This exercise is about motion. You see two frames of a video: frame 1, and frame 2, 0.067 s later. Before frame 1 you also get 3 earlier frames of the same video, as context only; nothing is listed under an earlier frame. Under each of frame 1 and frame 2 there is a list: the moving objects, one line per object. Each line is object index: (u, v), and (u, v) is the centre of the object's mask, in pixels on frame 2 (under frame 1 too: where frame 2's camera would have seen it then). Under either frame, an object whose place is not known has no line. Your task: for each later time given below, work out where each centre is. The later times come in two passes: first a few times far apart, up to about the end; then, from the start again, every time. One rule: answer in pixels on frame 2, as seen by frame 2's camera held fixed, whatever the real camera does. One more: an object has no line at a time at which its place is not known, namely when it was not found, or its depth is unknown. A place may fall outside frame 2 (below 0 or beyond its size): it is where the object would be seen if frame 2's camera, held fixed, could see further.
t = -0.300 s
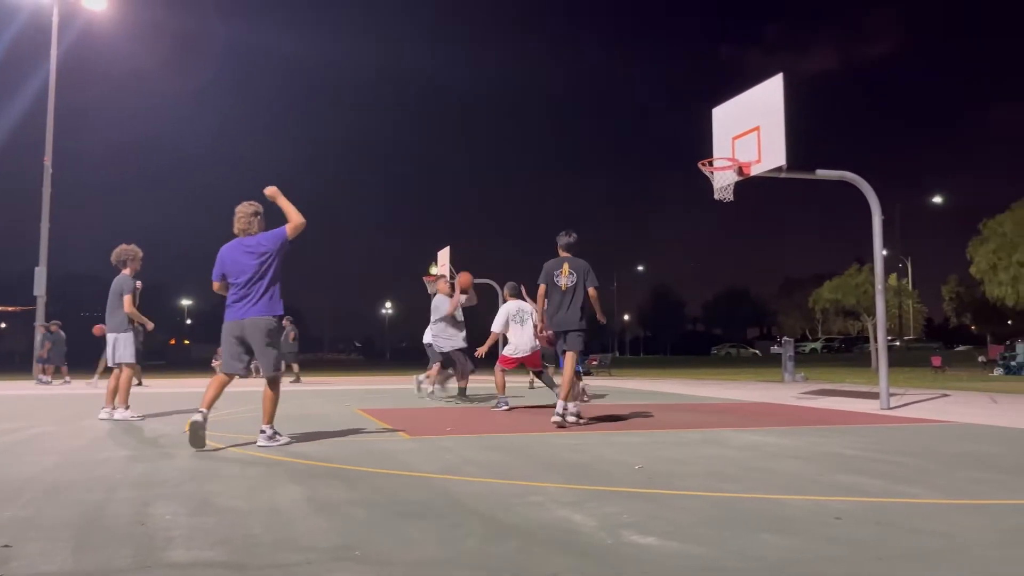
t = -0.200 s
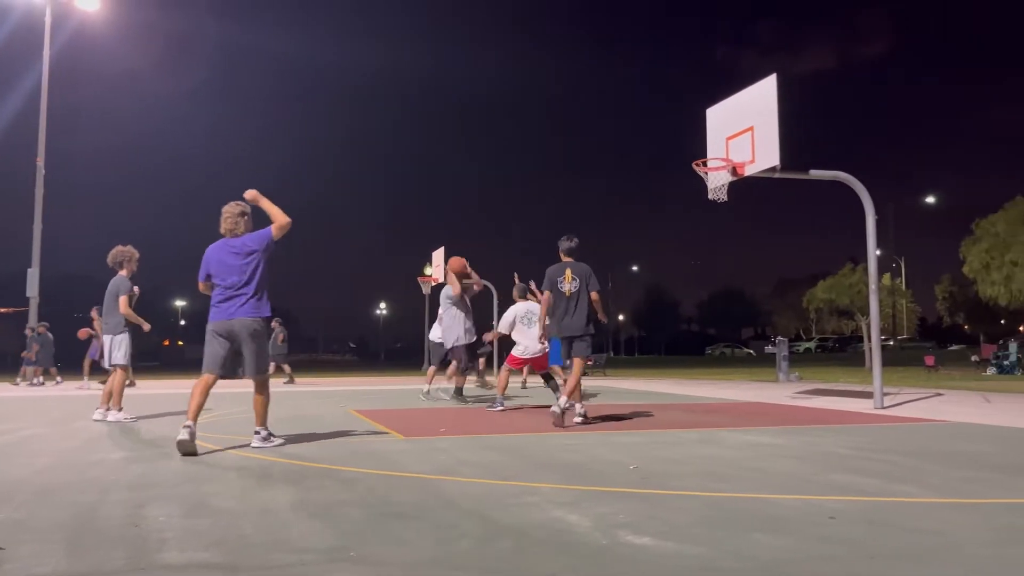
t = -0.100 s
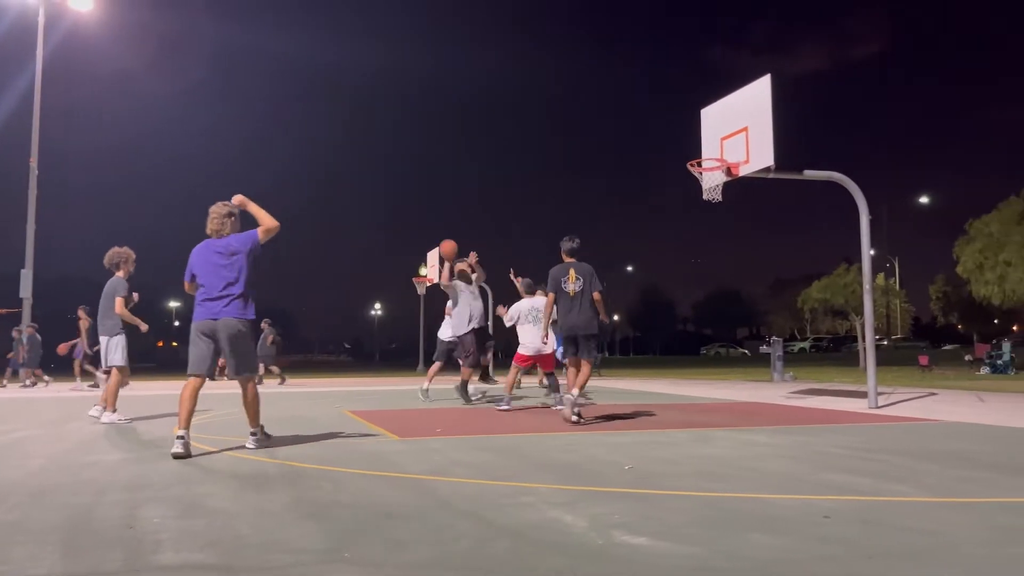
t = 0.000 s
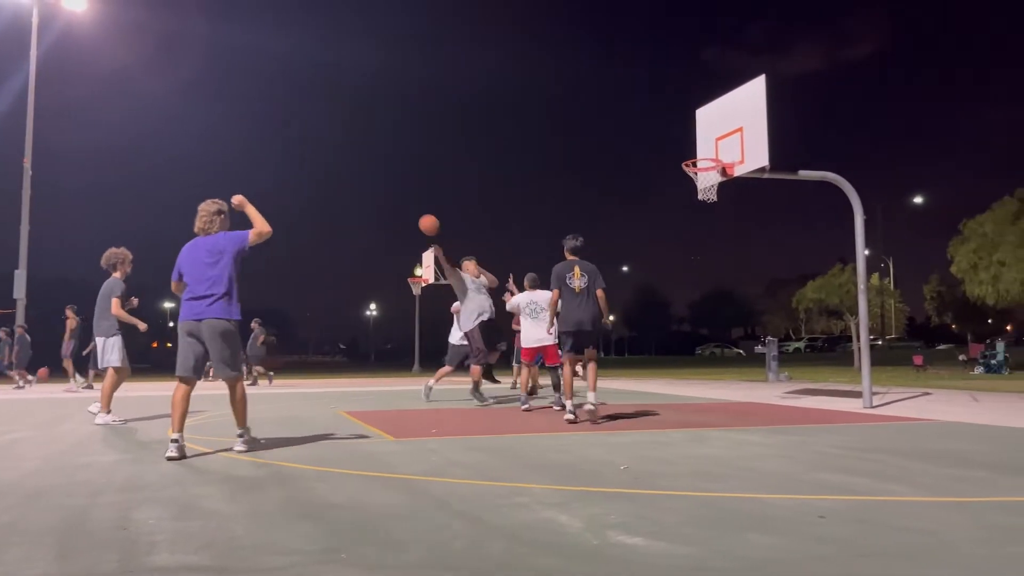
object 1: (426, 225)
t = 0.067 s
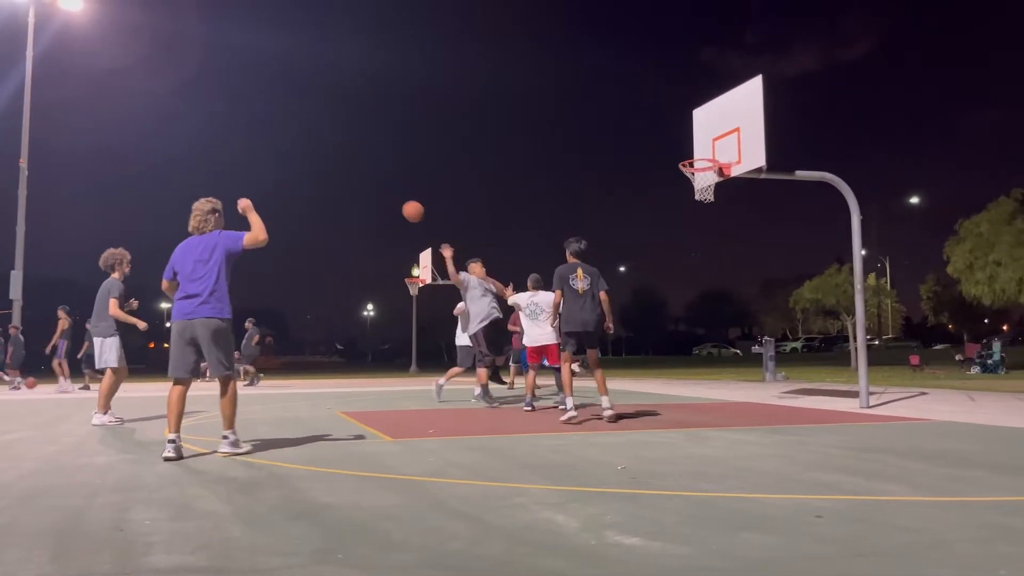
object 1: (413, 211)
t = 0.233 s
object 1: (375, 189)
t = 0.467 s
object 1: (301, 197)
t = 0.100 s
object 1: (406, 206)
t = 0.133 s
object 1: (399, 200)
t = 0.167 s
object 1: (391, 196)
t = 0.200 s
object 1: (383, 192)
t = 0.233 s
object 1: (375, 189)
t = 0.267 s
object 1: (366, 187)
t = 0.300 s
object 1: (357, 186)
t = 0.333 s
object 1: (347, 186)
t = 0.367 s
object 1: (337, 186)
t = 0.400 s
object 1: (326, 189)
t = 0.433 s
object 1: (314, 192)
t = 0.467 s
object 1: (301, 197)
